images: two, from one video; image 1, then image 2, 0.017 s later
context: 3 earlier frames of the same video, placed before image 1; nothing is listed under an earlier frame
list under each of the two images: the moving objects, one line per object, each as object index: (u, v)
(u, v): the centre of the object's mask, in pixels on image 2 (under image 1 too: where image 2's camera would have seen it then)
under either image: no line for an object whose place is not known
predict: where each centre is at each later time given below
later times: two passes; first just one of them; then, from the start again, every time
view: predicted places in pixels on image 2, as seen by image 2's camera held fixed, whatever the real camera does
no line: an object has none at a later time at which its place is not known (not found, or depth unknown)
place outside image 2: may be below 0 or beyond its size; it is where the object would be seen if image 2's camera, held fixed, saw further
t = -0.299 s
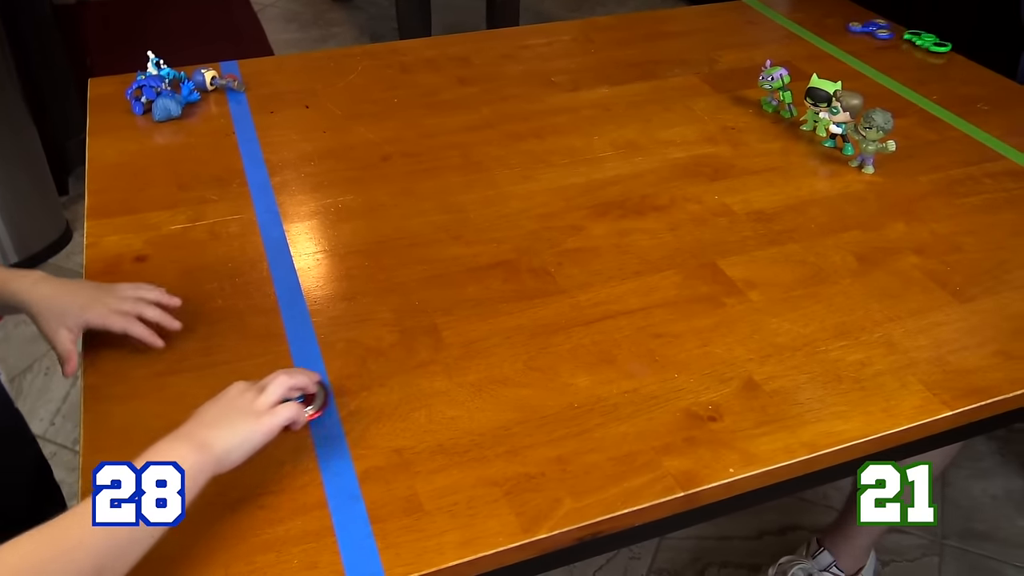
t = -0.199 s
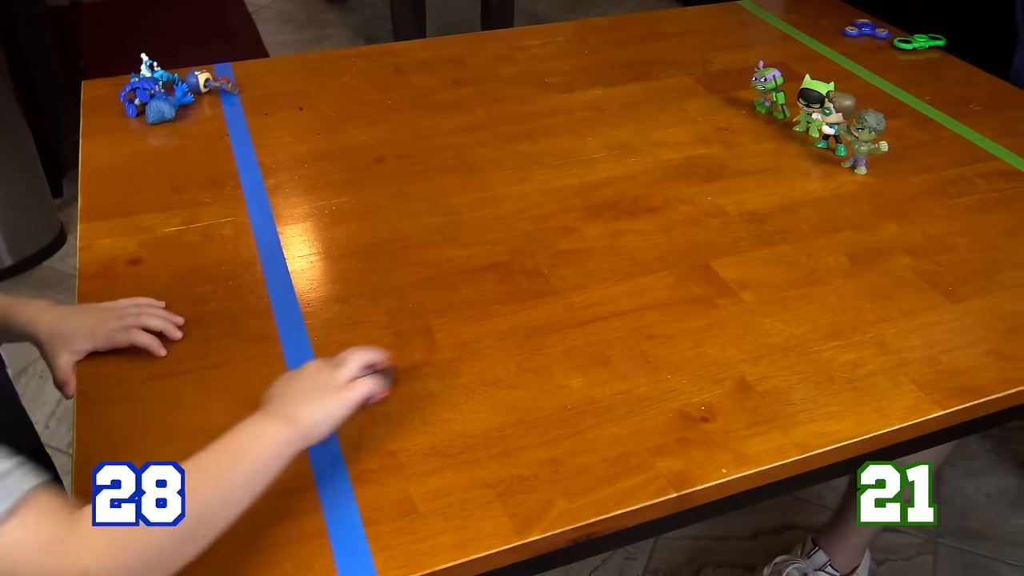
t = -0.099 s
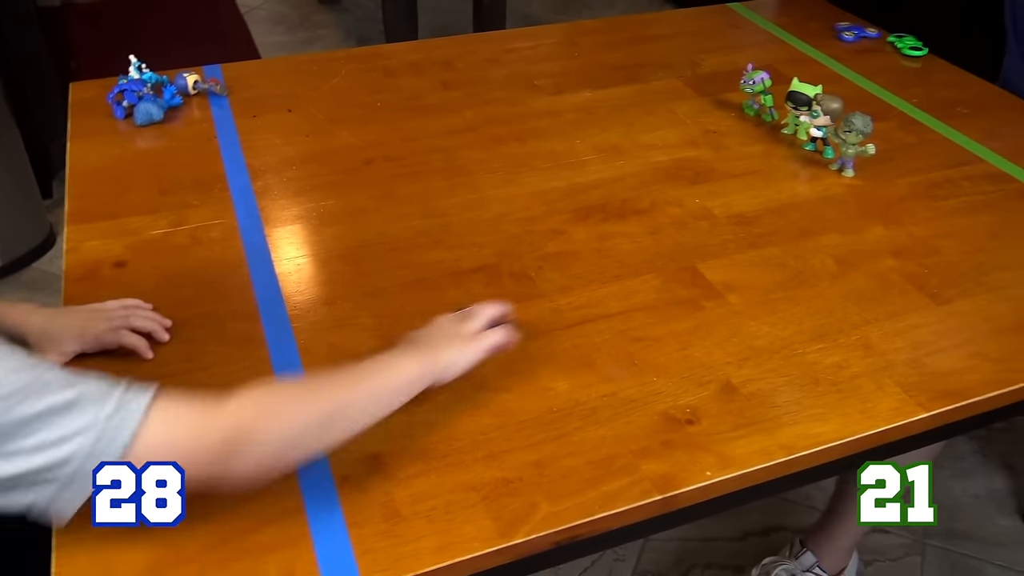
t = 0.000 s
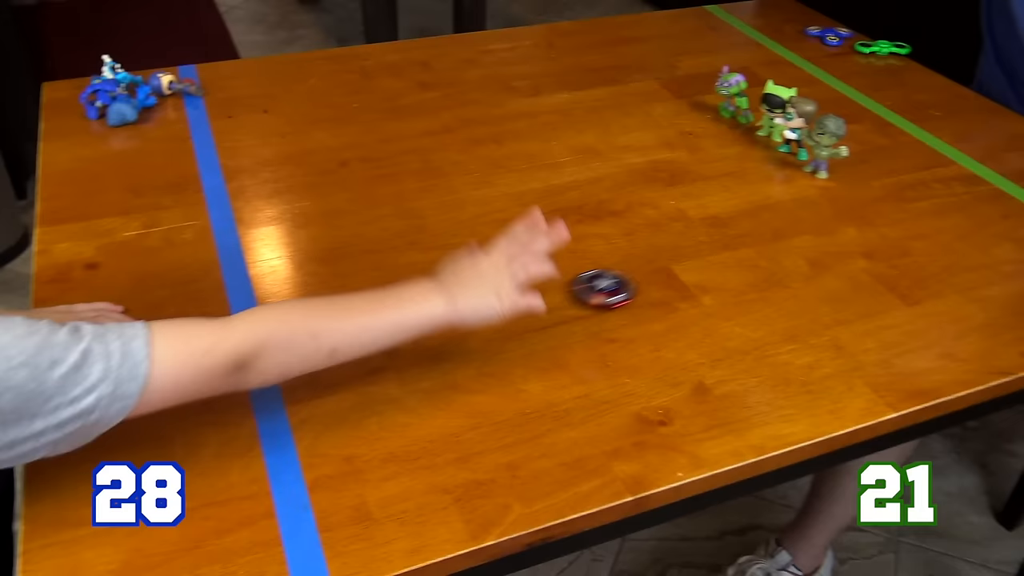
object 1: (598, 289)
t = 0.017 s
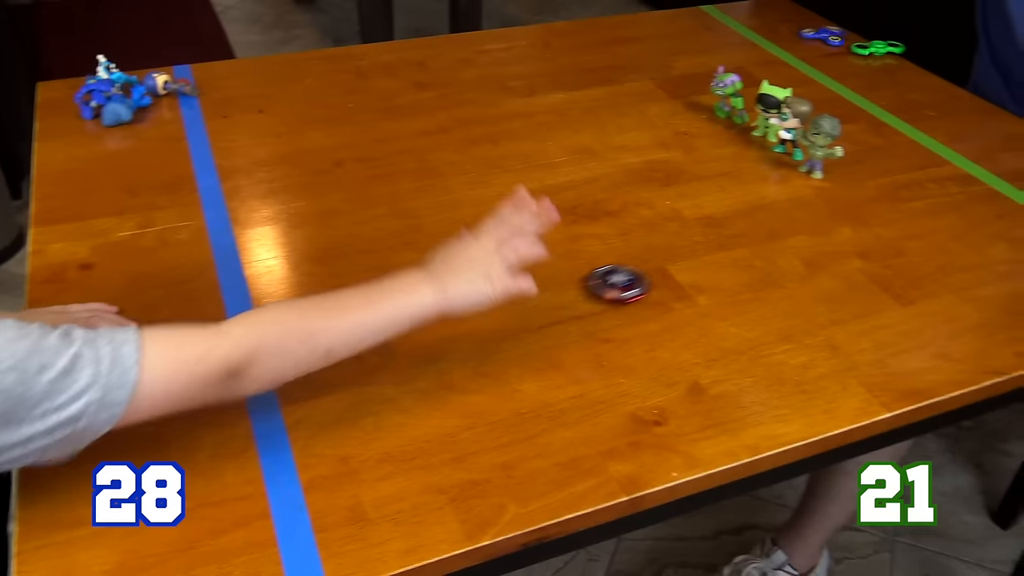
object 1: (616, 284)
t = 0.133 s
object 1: (720, 256)
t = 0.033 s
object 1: (635, 279)
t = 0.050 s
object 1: (651, 275)
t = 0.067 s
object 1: (666, 271)
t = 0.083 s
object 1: (681, 267)
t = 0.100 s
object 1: (695, 263)
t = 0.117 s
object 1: (708, 260)
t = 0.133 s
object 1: (720, 256)
